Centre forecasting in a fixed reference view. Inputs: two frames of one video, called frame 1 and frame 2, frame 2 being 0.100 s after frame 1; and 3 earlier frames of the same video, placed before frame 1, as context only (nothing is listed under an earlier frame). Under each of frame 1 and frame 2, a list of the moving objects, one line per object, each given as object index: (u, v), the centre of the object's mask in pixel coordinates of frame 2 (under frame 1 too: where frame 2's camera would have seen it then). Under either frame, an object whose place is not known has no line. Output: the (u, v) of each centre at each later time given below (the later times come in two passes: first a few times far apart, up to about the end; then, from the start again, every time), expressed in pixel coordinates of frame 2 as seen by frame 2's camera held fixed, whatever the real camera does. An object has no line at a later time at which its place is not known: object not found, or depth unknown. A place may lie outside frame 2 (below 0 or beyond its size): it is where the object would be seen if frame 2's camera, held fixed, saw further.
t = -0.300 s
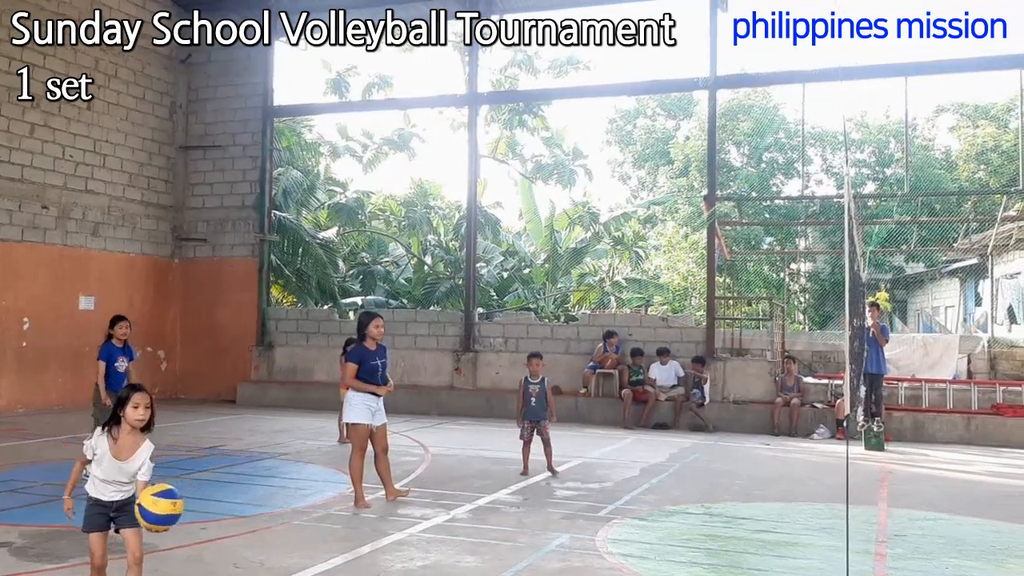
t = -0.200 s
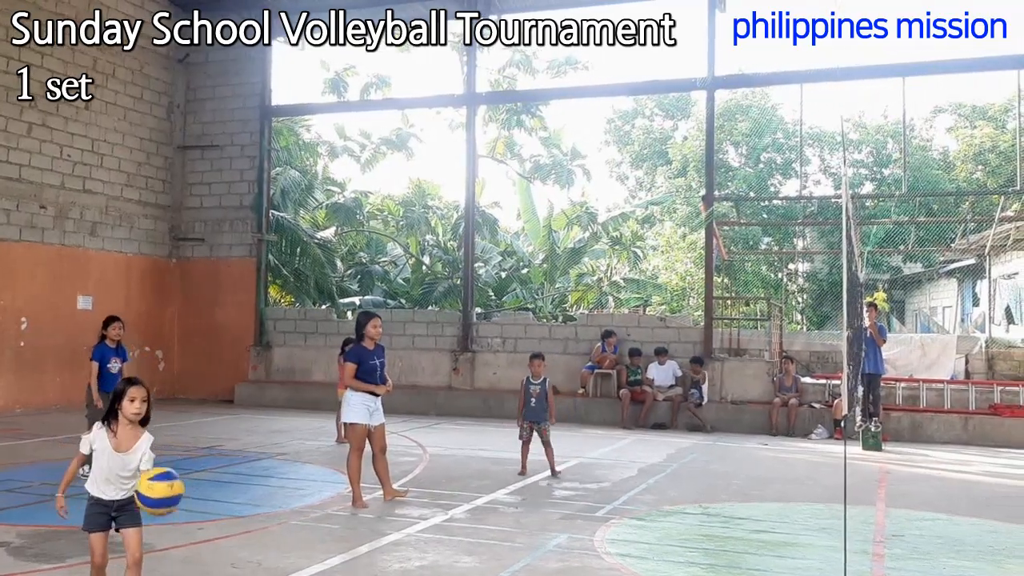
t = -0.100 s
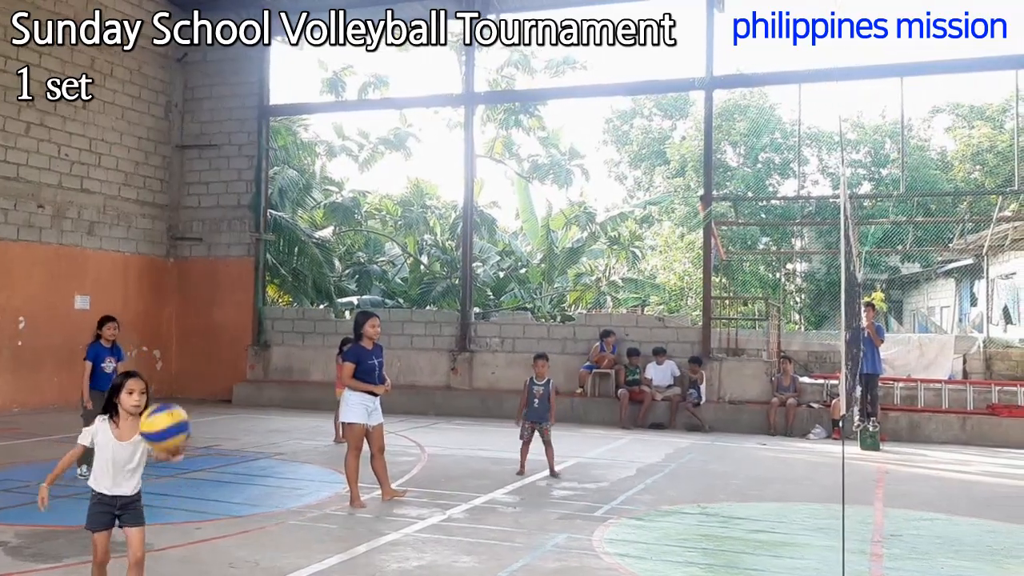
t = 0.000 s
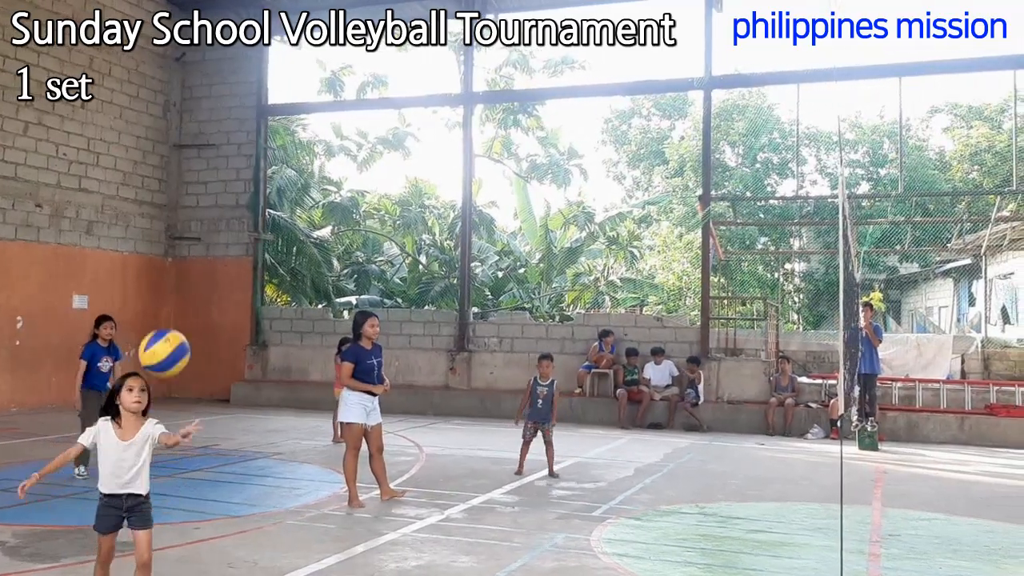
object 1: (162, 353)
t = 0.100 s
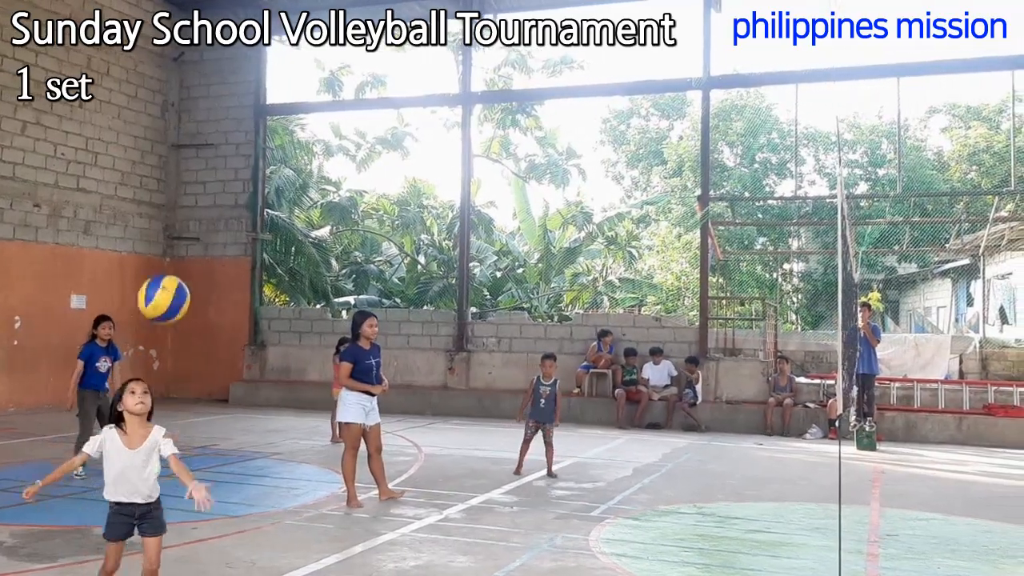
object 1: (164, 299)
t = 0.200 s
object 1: (164, 266)
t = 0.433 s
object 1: (160, 279)
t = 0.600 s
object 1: (153, 374)
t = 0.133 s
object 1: (164, 285)
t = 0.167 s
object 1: (164, 274)
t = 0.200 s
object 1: (164, 266)
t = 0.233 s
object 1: (164, 260)
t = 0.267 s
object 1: (163, 257)
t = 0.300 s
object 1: (163, 256)
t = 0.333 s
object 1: (162, 257)
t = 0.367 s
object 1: (162, 262)
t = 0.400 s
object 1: (161, 269)
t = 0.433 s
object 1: (160, 279)
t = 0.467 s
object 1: (159, 292)
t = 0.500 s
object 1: (158, 308)
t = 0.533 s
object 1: (157, 327)
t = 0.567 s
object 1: (155, 349)
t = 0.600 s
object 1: (153, 374)
